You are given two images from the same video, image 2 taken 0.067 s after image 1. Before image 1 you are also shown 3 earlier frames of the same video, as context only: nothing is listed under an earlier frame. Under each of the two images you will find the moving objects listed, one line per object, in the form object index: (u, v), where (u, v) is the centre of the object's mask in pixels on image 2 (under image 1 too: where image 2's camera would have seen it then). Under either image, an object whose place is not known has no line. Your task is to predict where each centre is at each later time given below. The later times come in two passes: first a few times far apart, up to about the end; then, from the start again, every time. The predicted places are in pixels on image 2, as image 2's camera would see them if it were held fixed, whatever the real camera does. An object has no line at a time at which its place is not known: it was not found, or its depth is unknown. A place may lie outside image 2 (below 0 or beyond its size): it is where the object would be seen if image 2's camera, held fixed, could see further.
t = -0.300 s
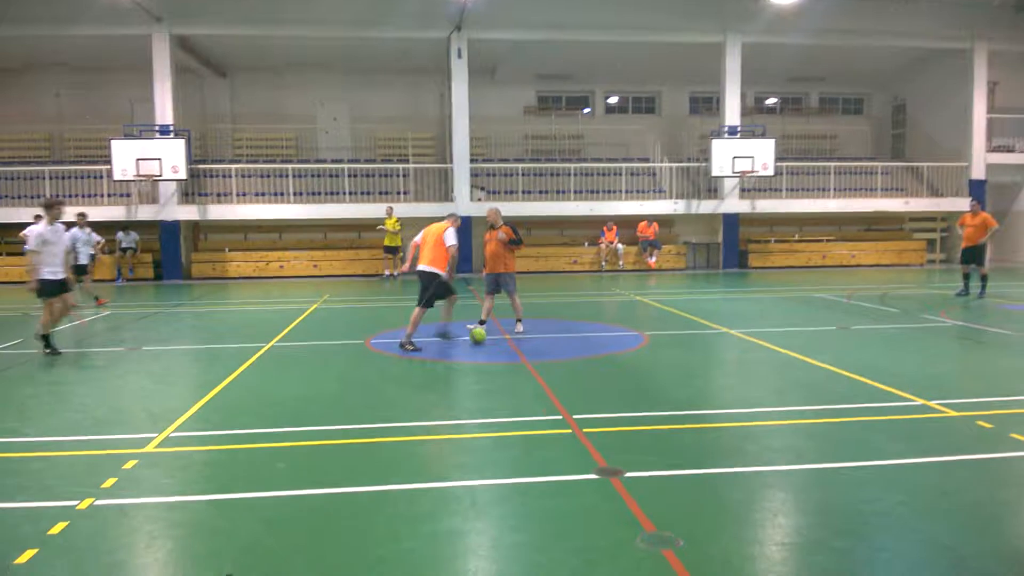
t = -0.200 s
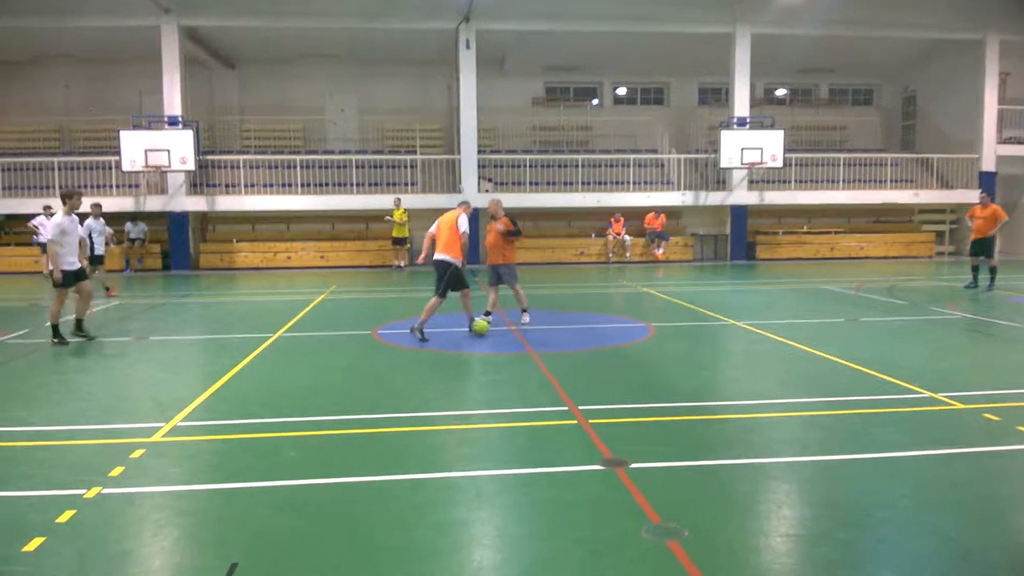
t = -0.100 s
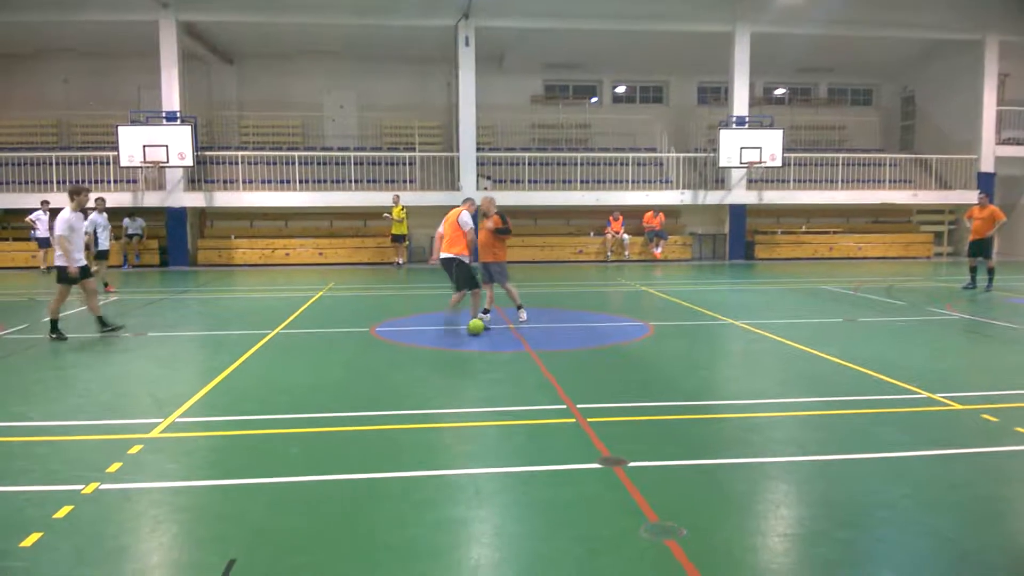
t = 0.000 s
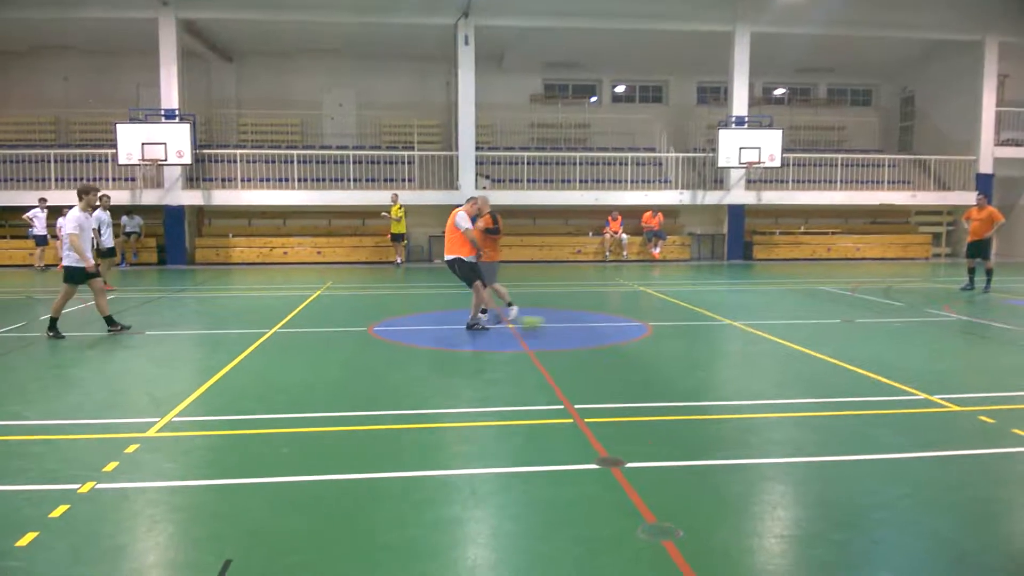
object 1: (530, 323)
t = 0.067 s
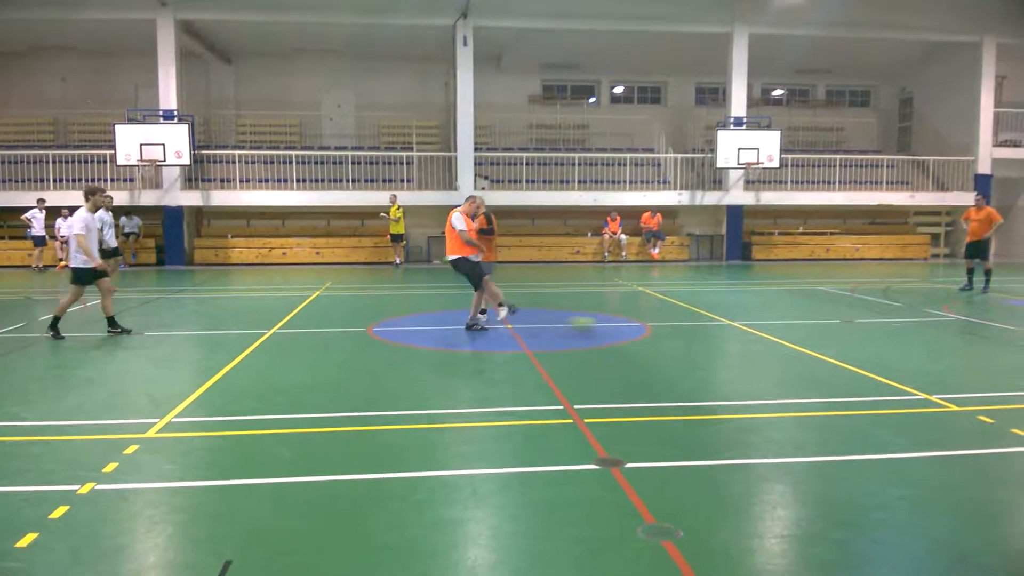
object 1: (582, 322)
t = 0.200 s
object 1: (678, 328)
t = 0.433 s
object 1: (827, 330)
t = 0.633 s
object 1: (928, 329)
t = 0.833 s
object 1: (1013, 328)
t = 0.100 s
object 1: (608, 325)
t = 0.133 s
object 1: (633, 327)
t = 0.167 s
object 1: (655, 327)
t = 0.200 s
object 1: (678, 328)
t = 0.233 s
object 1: (700, 329)
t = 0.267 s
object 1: (720, 328)
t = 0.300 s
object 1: (743, 329)
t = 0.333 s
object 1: (765, 328)
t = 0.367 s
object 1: (785, 329)
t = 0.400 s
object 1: (807, 330)
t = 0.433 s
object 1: (827, 330)
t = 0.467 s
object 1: (844, 331)
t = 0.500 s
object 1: (863, 329)
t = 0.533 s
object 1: (880, 330)
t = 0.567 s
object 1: (896, 330)
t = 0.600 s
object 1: (912, 329)
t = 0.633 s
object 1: (928, 329)
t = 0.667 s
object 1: (943, 329)
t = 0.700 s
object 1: (959, 329)
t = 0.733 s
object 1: (972, 329)
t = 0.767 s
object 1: (988, 329)
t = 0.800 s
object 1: (1002, 329)
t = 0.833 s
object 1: (1013, 328)
